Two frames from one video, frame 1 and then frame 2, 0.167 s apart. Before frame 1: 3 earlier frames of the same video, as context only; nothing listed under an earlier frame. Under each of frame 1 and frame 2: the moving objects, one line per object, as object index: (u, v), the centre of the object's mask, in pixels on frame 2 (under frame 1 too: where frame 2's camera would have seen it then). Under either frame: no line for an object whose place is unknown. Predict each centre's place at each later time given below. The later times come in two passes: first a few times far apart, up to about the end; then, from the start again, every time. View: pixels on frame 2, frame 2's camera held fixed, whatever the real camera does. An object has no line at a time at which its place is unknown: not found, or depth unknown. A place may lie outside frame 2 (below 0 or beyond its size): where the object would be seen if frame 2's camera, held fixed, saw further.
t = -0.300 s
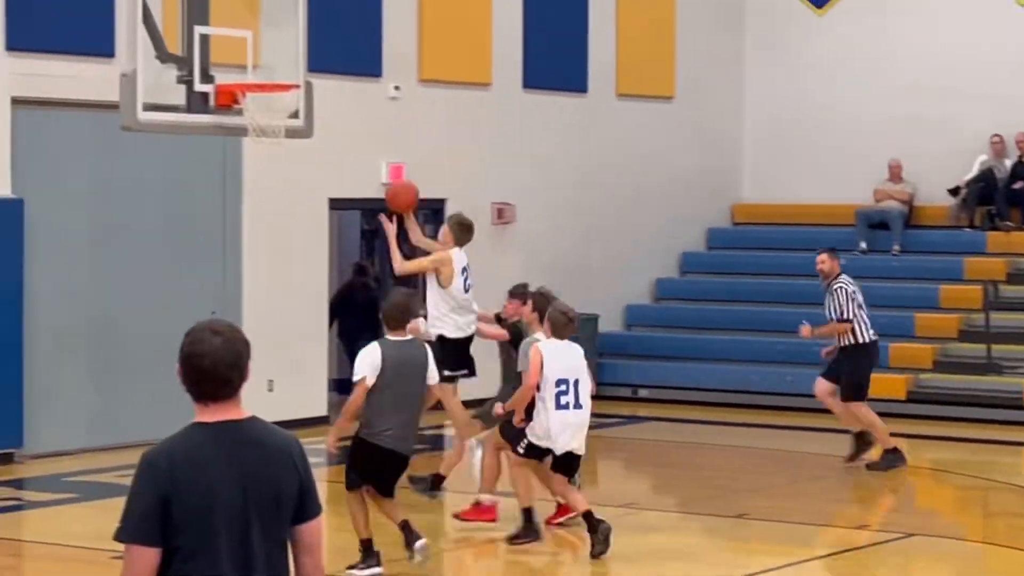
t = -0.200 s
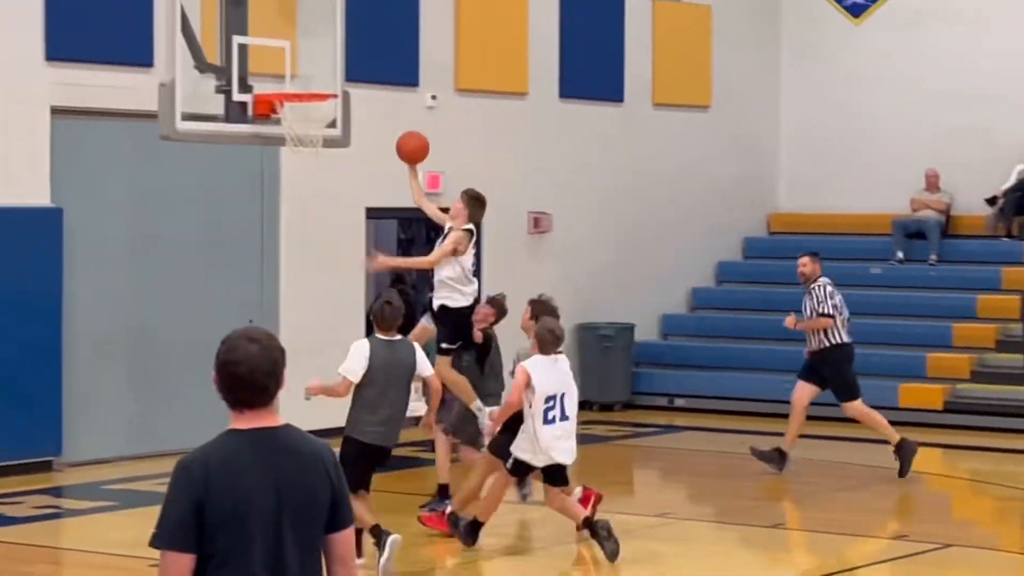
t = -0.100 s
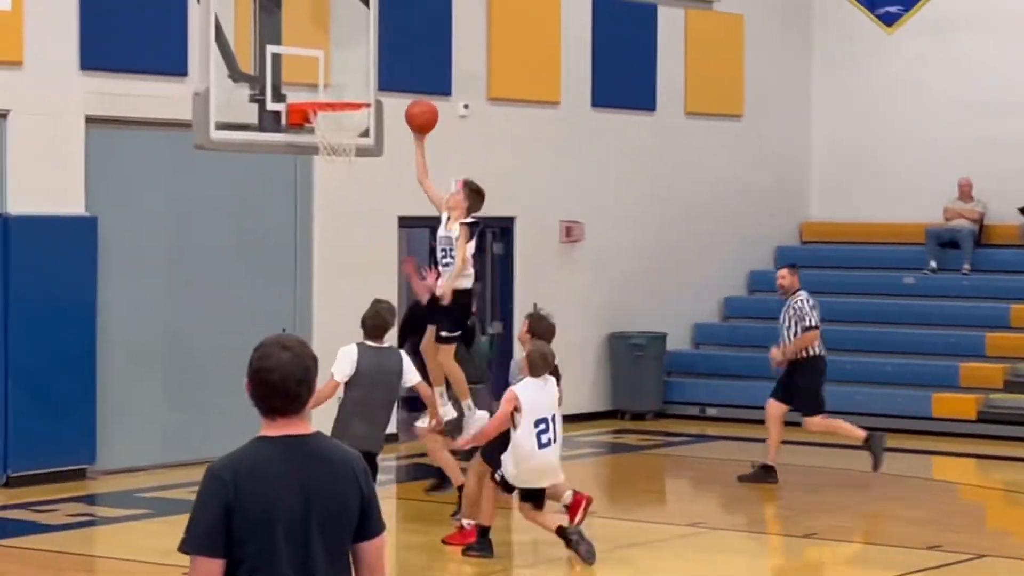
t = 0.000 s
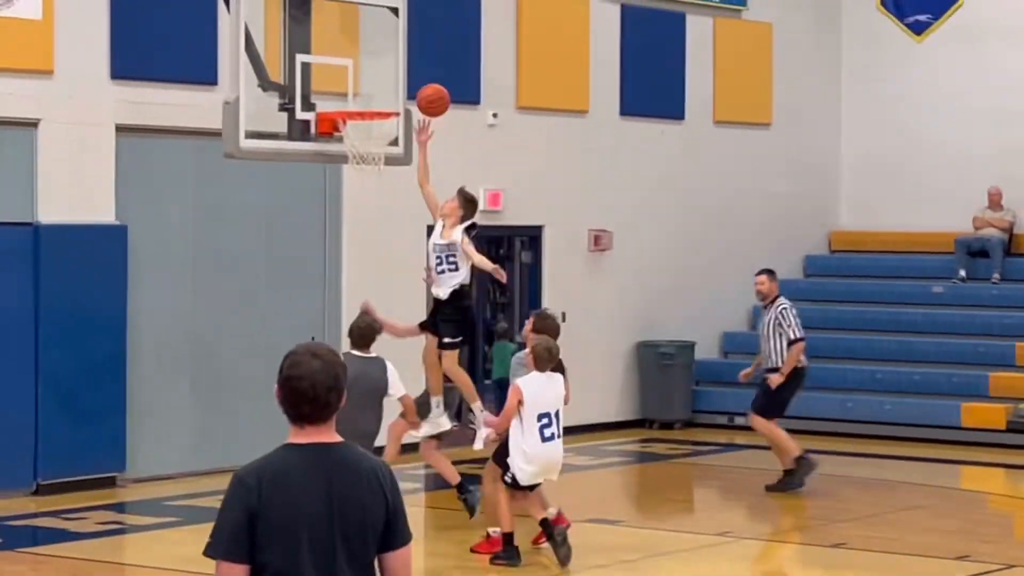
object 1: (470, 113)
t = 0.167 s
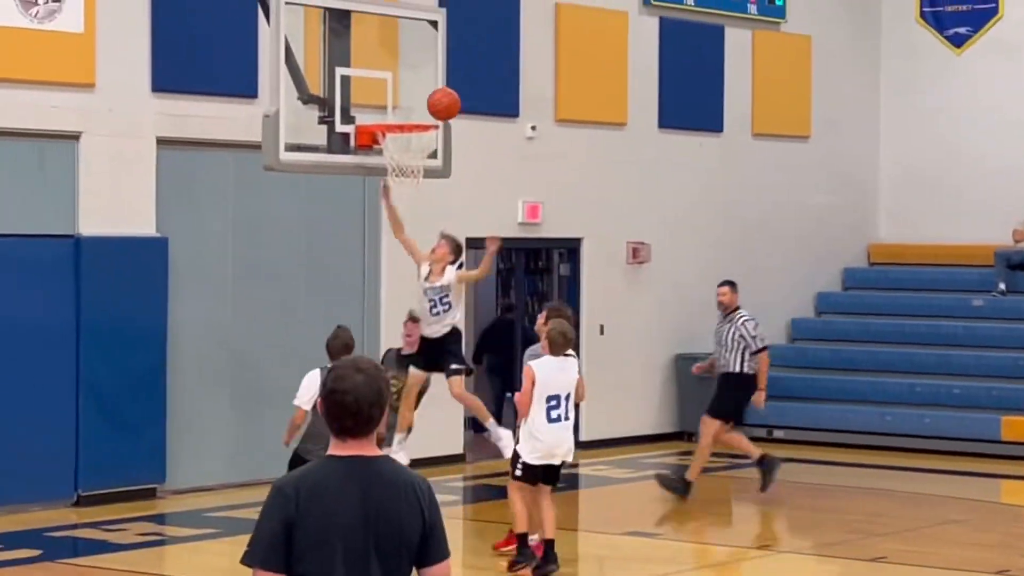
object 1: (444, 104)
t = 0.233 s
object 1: (433, 109)
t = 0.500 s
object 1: (396, 152)
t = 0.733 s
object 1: (389, 175)
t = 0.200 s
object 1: (438, 107)
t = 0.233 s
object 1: (433, 109)
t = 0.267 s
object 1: (428, 109)
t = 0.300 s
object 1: (423, 111)
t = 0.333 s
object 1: (419, 113)
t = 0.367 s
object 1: (413, 123)
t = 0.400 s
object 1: (409, 131)
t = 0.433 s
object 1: (405, 140)
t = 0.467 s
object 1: (400, 147)
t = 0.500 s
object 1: (396, 152)
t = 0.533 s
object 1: (392, 155)
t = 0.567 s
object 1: (389, 157)
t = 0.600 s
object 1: (388, 160)
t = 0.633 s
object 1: (387, 162)
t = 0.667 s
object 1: (386, 166)
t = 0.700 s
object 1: (387, 170)
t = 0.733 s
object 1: (389, 175)
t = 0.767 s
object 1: (391, 181)
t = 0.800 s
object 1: (392, 194)
